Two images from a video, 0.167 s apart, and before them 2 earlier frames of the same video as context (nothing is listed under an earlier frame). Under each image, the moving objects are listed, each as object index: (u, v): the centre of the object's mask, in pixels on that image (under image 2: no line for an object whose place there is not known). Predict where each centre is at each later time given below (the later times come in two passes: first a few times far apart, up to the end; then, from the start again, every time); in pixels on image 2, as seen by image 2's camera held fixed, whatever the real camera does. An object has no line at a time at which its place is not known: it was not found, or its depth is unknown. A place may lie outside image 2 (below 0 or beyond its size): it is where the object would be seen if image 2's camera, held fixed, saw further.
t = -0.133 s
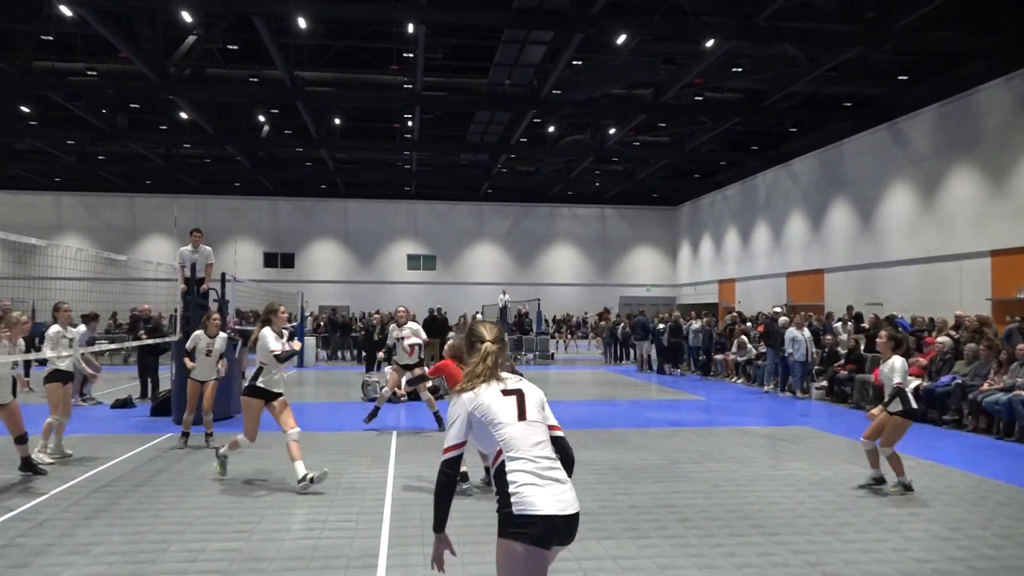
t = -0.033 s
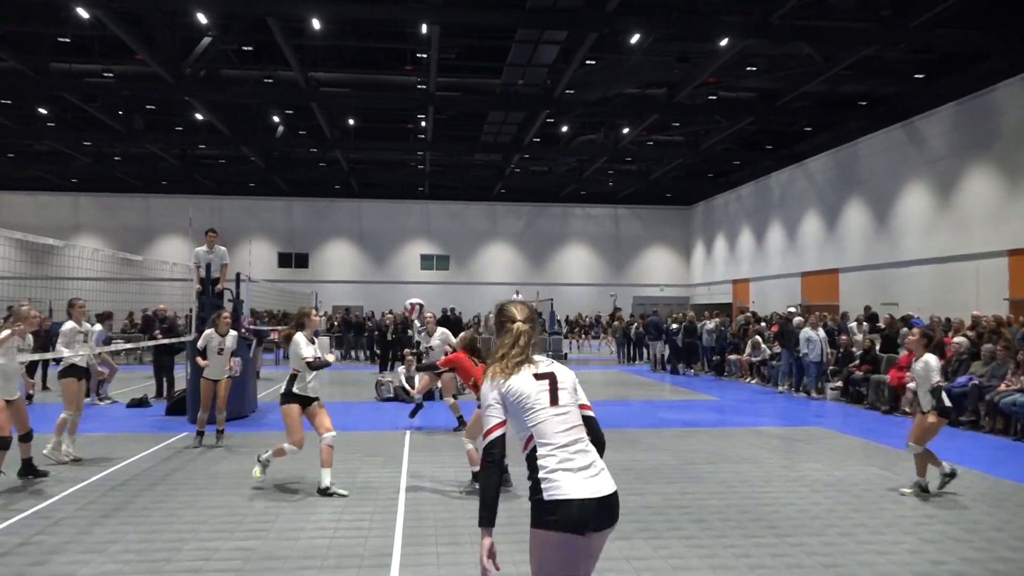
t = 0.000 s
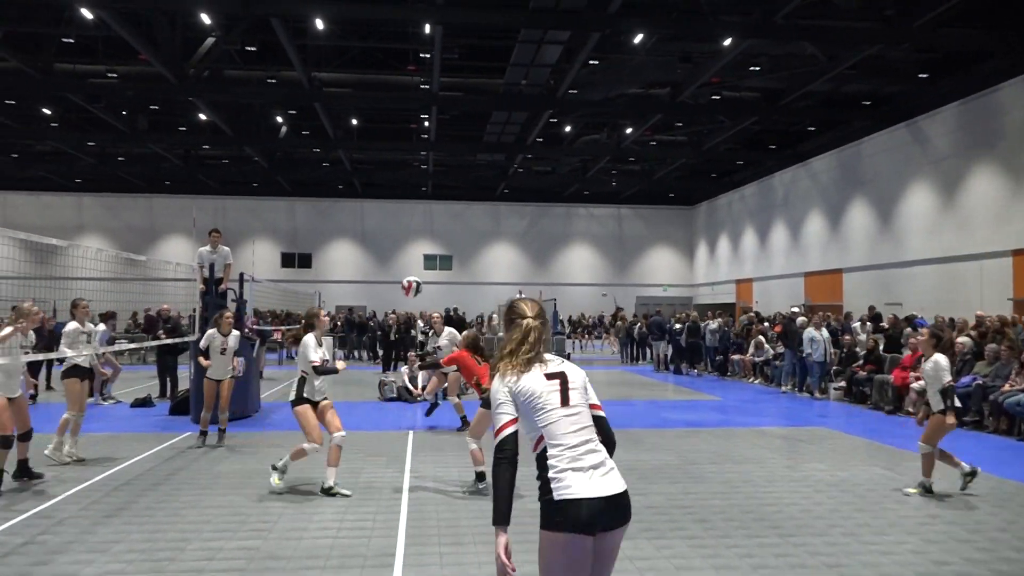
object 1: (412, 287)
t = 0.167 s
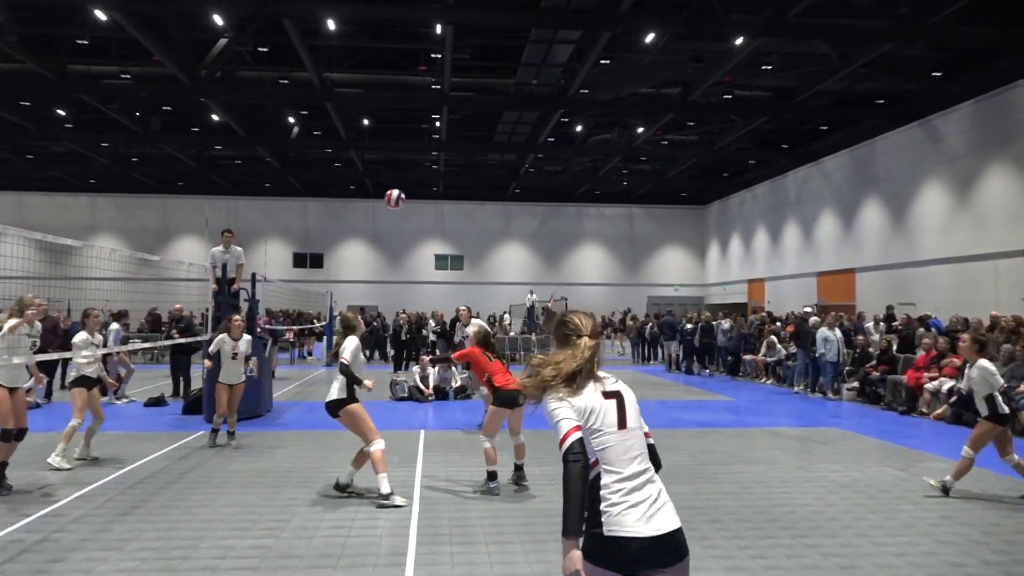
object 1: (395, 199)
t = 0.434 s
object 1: (354, 120)
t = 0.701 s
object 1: (317, 112)
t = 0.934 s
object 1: (286, 156)
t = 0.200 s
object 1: (389, 186)
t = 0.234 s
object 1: (384, 173)
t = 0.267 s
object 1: (379, 161)
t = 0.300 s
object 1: (374, 150)
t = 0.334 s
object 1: (369, 141)
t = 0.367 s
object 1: (364, 133)
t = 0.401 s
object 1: (359, 126)
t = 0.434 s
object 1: (354, 120)
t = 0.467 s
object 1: (349, 115)
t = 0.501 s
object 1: (345, 112)
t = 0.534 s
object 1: (340, 110)
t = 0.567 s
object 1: (335, 108)
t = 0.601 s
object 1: (331, 108)
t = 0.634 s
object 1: (326, 108)
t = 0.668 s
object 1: (321, 110)
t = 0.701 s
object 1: (317, 112)
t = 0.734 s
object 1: (312, 115)
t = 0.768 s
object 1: (309, 119)
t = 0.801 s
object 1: (304, 125)
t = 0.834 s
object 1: (299, 132)
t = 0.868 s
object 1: (295, 139)
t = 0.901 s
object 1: (290, 147)
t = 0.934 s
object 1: (286, 156)
